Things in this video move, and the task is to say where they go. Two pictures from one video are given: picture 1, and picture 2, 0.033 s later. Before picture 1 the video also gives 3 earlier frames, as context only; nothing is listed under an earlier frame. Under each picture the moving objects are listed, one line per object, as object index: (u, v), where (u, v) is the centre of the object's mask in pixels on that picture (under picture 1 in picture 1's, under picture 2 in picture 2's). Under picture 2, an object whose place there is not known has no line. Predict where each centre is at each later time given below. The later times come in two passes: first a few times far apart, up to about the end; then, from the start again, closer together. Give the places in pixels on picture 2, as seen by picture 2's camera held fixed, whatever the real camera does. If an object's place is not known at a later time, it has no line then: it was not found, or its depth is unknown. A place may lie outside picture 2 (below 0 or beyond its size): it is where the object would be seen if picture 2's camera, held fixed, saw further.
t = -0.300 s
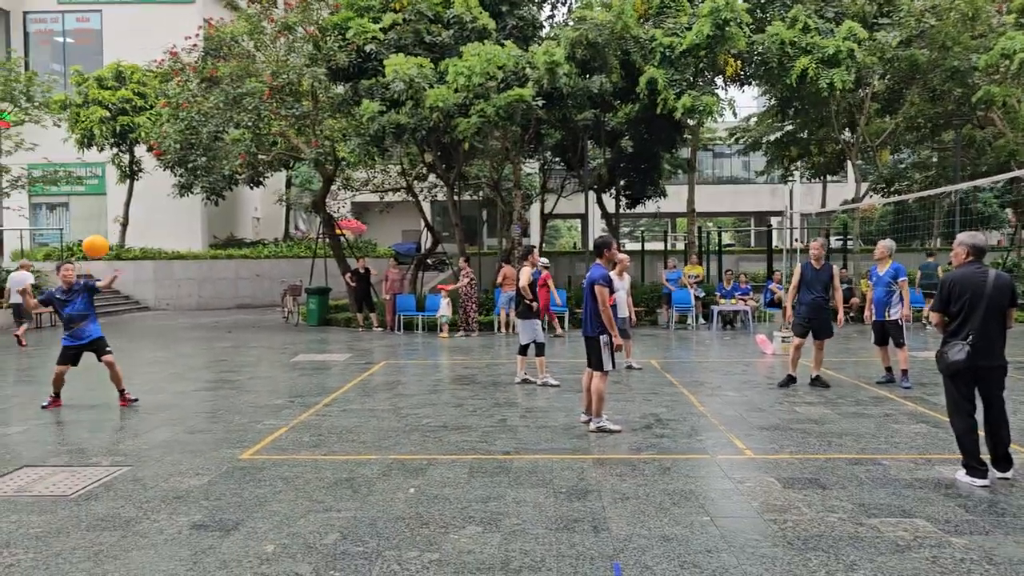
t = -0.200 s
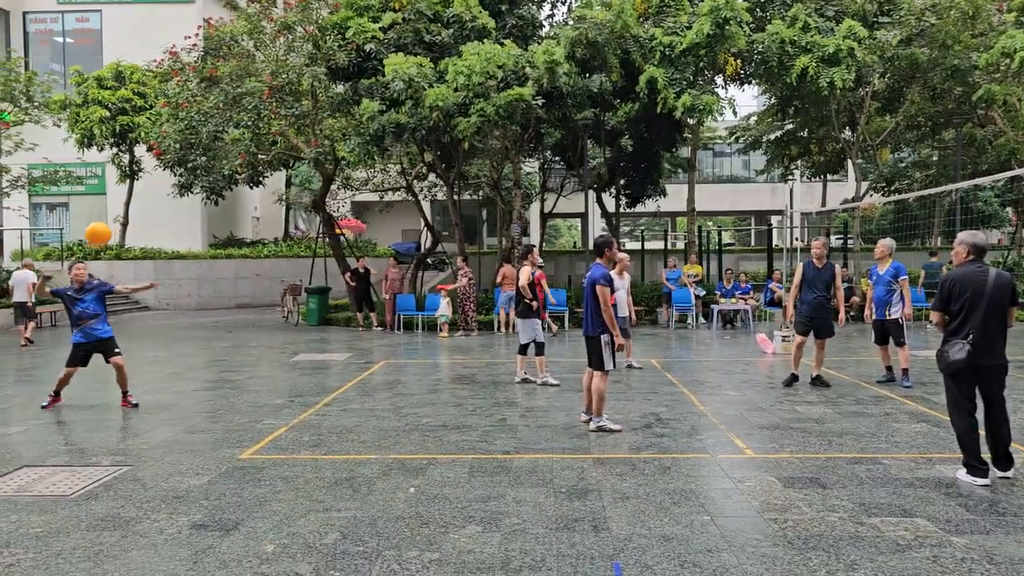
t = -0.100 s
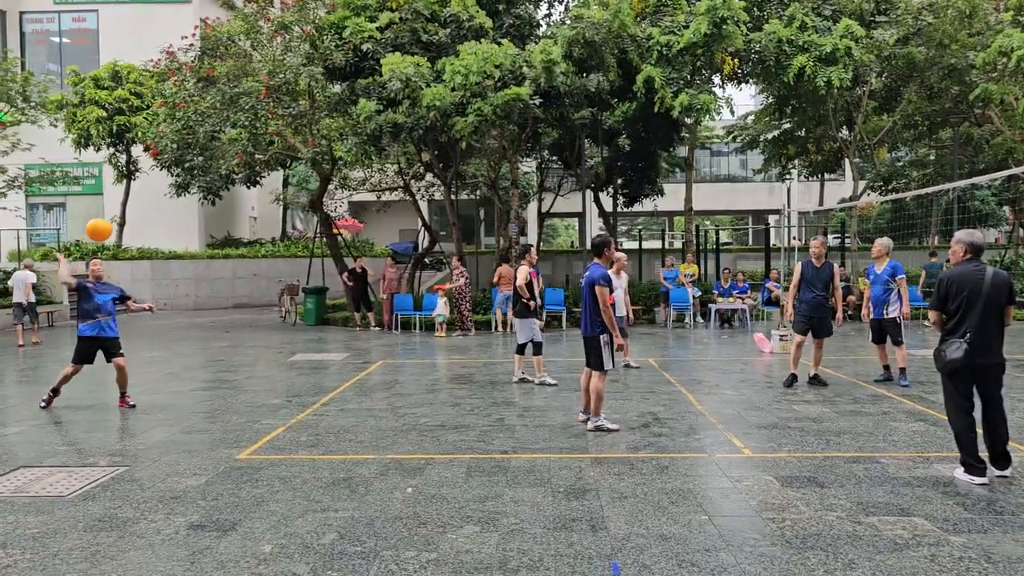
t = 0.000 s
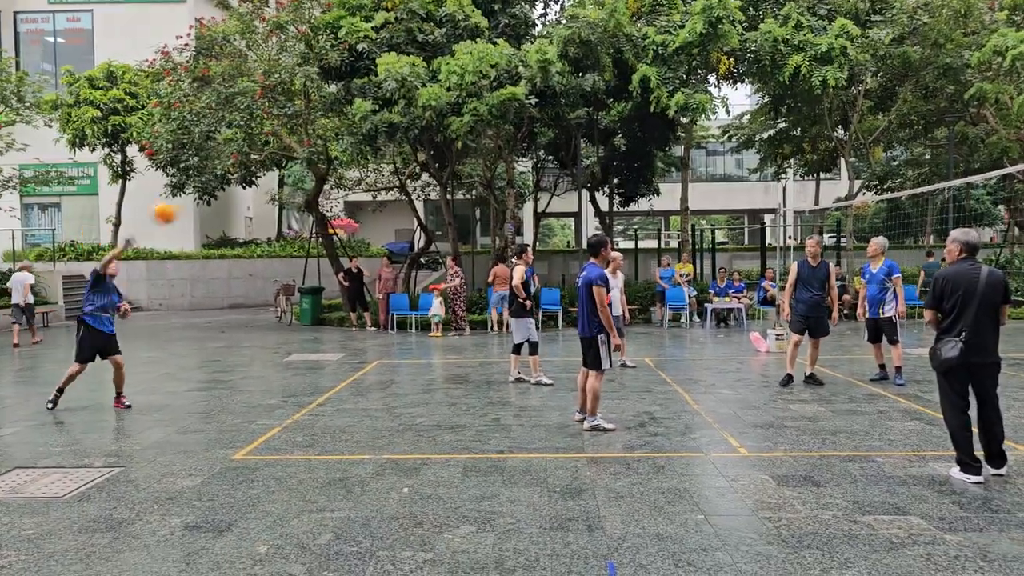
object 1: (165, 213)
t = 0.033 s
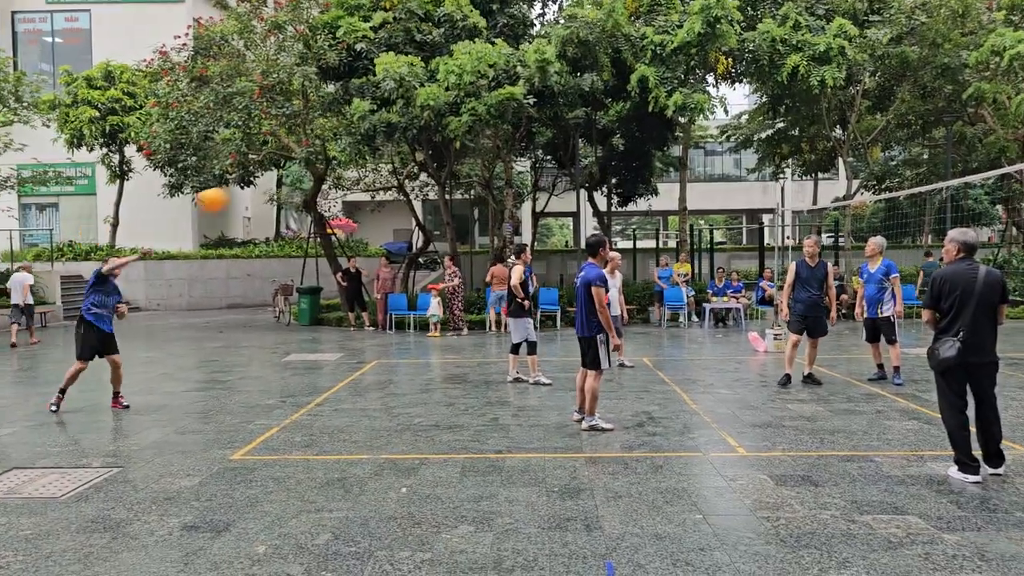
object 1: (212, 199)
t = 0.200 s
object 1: (440, 152)
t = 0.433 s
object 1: (704, 132)
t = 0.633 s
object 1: (907, 156)
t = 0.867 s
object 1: (1120, 229)
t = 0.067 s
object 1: (261, 188)
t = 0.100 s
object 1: (308, 178)
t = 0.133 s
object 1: (353, 168)
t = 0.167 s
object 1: (398, 160)
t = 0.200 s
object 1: (440, 152)
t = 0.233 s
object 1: (480, 146)
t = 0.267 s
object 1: (520, 141)
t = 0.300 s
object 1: (559, 136)
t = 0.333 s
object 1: (597, 132)
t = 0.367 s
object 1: (634, 130)
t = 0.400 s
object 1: (670, 130)
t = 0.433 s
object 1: (704, 132)
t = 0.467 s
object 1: (741, 133)
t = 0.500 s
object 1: (775, 136)
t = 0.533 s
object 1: (809, 139)
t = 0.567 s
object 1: (842, 145)
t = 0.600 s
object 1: (874, 150)
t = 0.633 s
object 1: (907, 156)
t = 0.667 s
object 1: (940, 163)
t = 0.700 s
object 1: (970, 168)
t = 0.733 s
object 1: (1003, 182)
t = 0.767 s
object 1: (1033, 191)
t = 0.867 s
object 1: (1120, 229)
